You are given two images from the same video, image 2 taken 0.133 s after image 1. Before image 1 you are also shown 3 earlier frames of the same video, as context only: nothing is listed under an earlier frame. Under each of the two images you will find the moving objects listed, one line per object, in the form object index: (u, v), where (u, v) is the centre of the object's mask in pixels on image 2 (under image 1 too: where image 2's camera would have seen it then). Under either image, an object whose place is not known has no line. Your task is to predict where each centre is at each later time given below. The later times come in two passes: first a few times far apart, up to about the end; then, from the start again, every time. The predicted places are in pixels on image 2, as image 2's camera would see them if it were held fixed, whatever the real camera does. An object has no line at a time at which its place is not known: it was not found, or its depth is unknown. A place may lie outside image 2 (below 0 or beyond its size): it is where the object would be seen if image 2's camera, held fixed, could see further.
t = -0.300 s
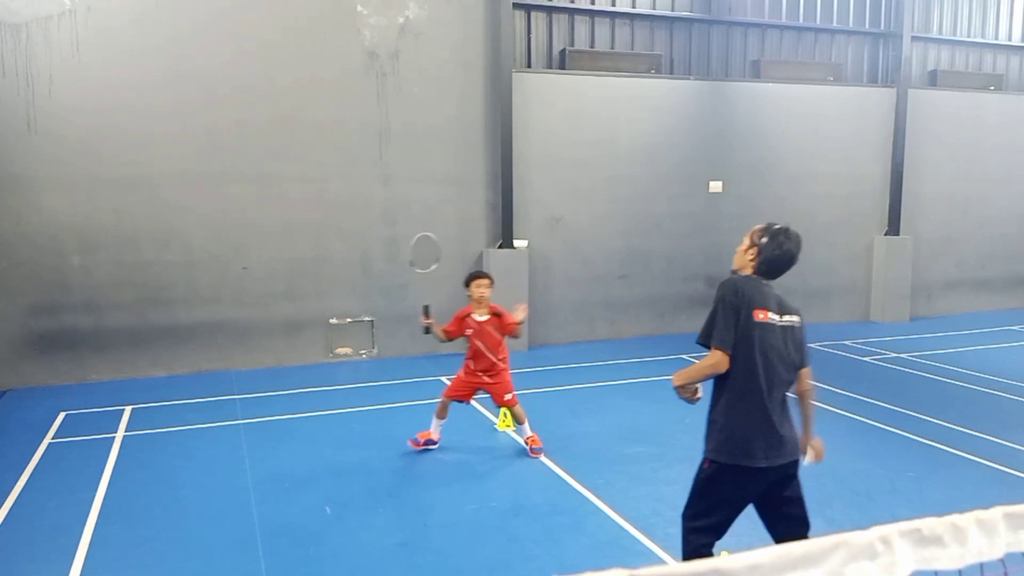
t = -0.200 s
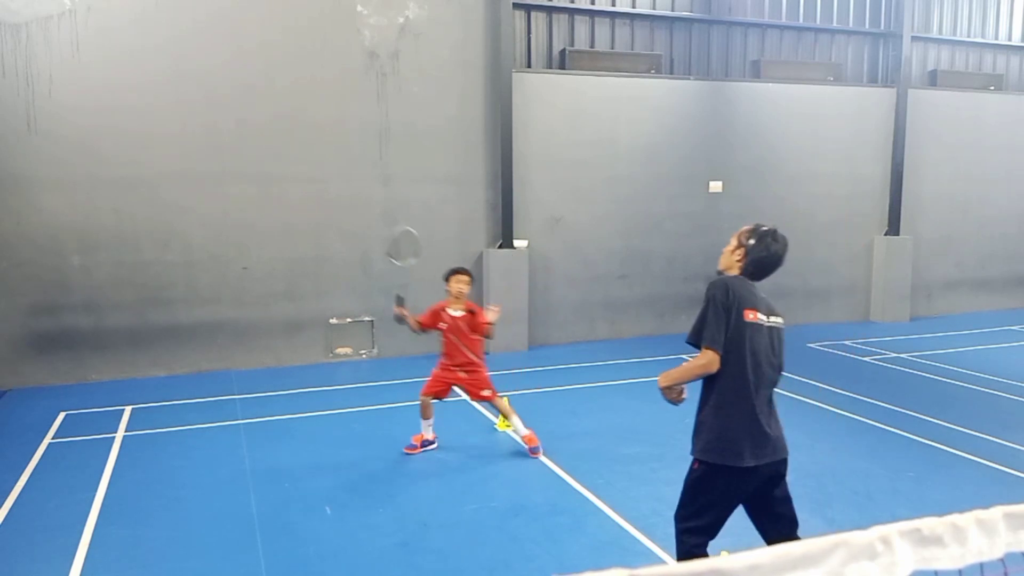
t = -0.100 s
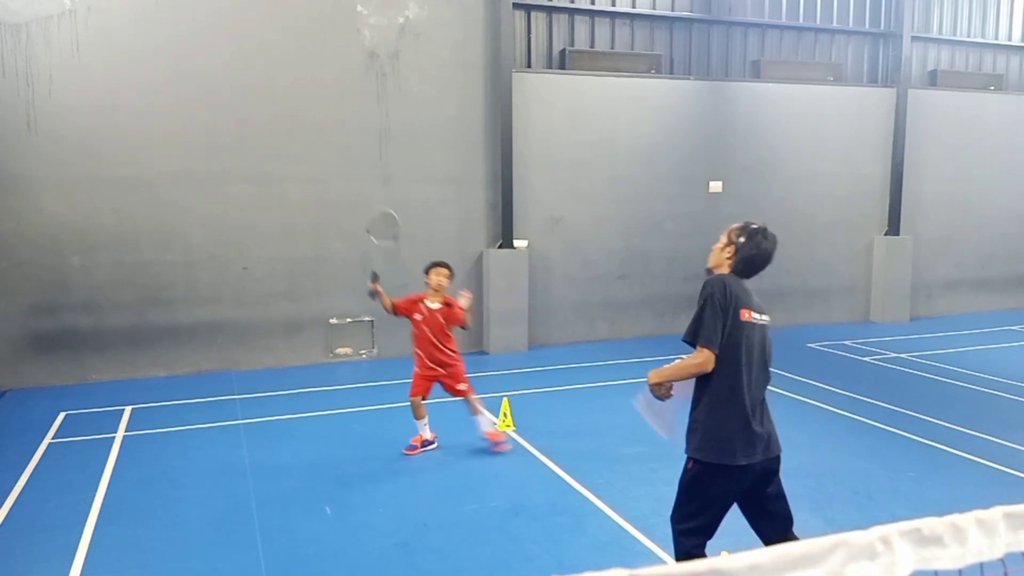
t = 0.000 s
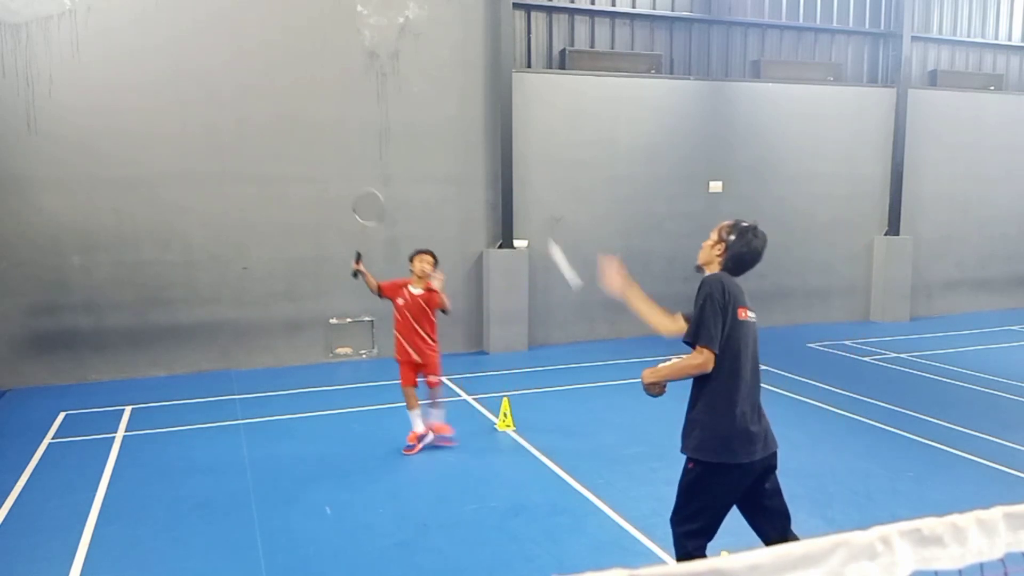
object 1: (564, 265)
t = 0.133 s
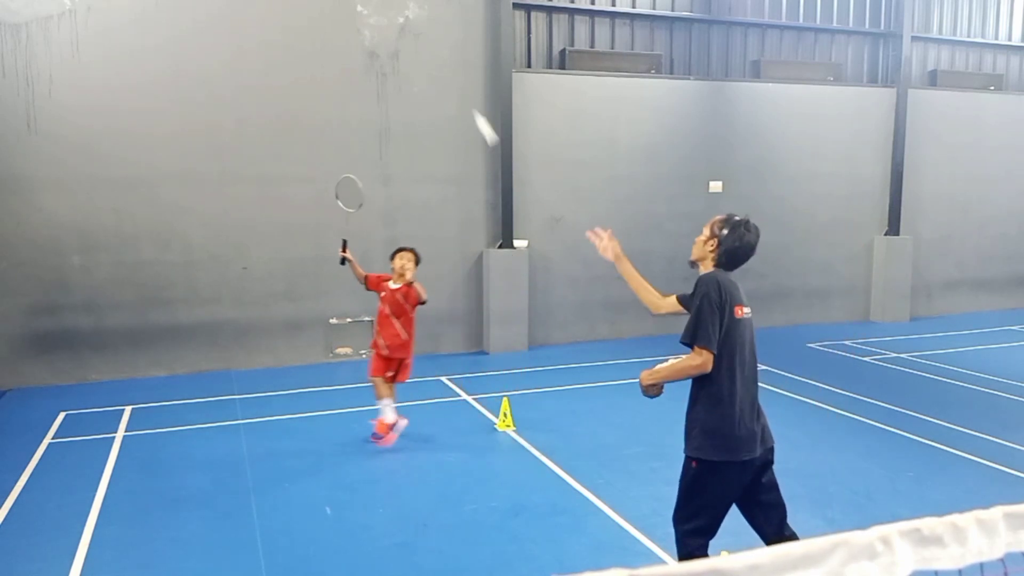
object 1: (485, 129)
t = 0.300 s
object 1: (413, 43)
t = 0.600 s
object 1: (321, 42)
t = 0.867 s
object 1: (269, 155)
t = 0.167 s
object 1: (470, 105)
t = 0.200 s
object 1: (454, 84)
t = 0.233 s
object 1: (440, 68)
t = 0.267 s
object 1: (426, 54)
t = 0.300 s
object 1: (413, 43)
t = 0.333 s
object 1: (402, 34)
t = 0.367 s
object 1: (390, 28)
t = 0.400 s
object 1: (378, 24)
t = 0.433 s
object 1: (368, 23)
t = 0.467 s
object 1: (358, 23)
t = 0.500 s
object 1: (348, 25)
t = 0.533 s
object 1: (339, 29)
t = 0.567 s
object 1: (330, 35)
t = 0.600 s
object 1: (321, 42)
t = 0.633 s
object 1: (313, 52)
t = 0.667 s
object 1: (305, 62)
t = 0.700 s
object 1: (298, 75)
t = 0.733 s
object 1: (291, 89)
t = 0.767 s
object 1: (285, 104)
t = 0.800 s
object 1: (279, 120)
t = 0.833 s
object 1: (274, 137)
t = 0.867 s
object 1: (269, 155)
